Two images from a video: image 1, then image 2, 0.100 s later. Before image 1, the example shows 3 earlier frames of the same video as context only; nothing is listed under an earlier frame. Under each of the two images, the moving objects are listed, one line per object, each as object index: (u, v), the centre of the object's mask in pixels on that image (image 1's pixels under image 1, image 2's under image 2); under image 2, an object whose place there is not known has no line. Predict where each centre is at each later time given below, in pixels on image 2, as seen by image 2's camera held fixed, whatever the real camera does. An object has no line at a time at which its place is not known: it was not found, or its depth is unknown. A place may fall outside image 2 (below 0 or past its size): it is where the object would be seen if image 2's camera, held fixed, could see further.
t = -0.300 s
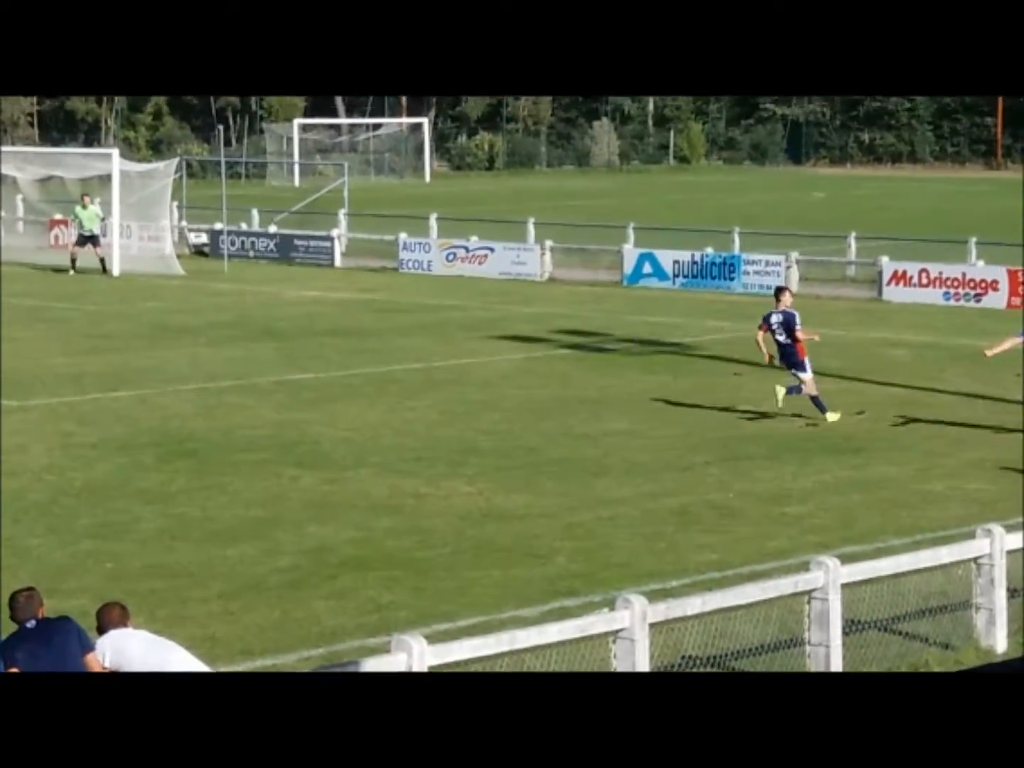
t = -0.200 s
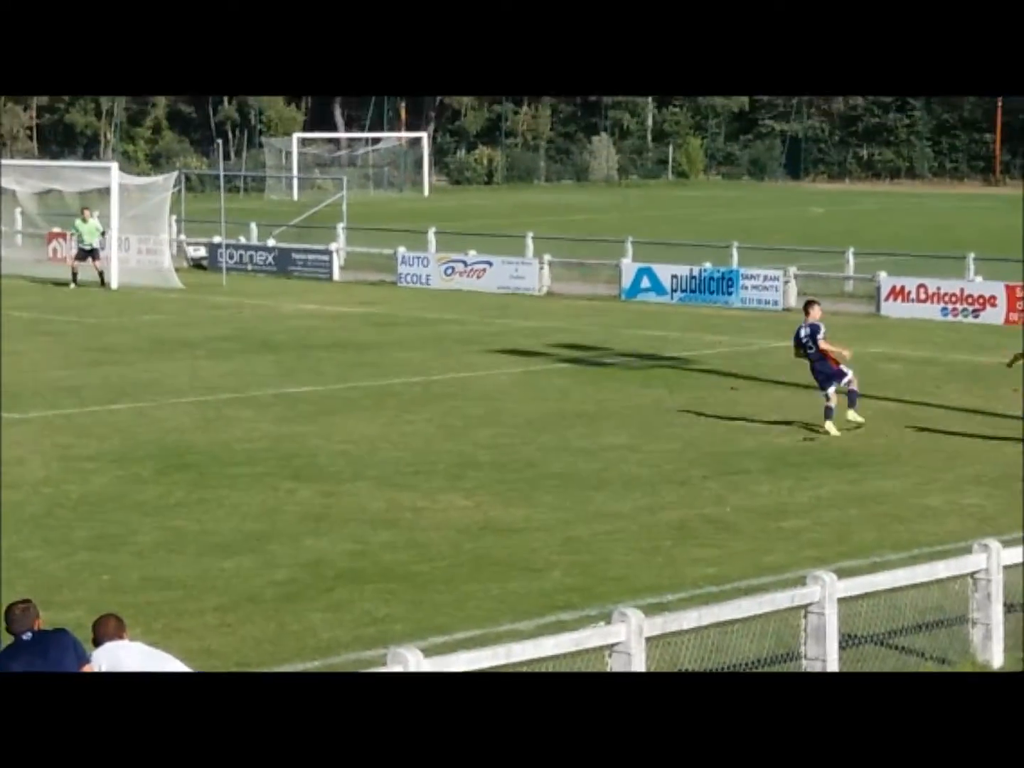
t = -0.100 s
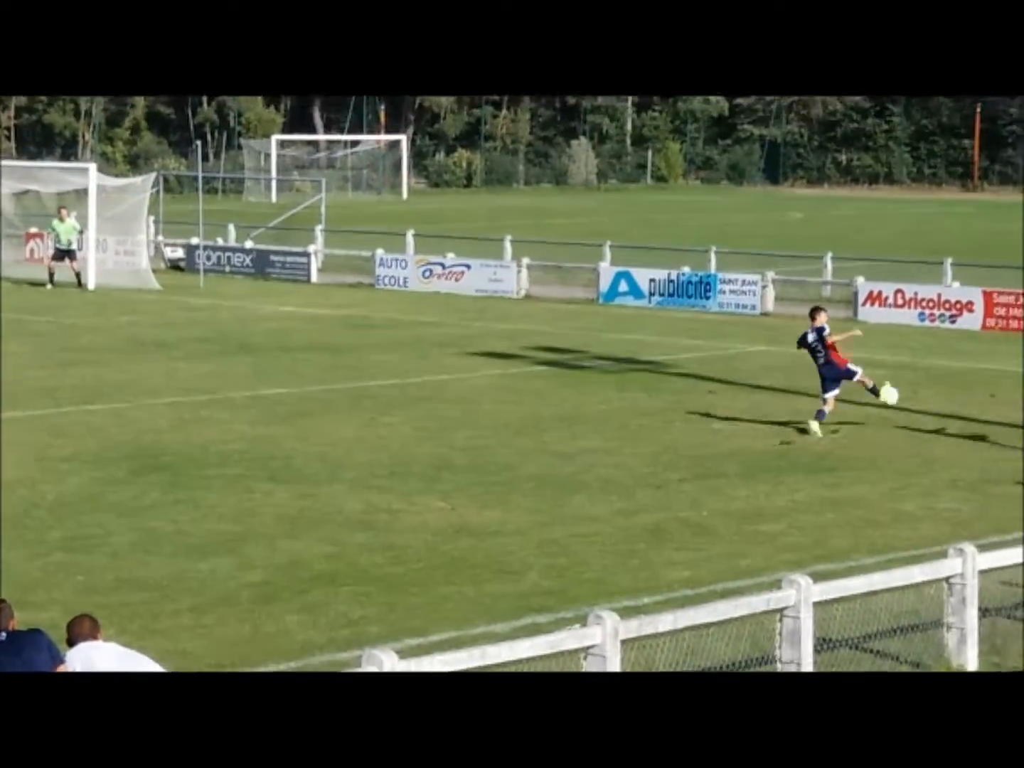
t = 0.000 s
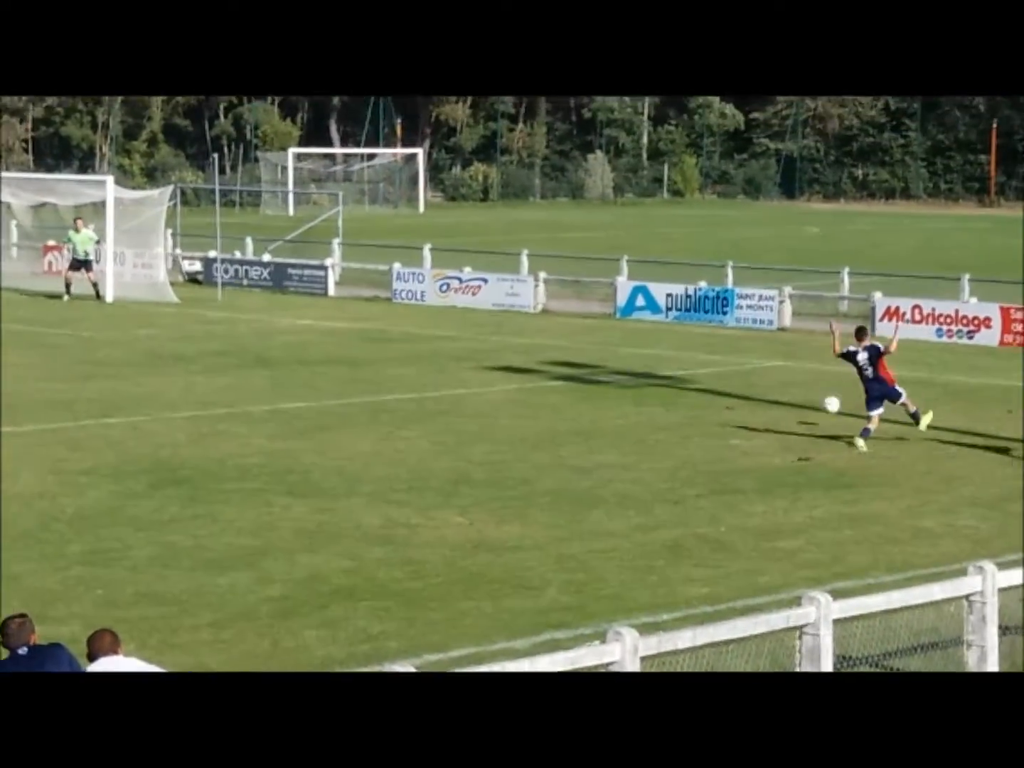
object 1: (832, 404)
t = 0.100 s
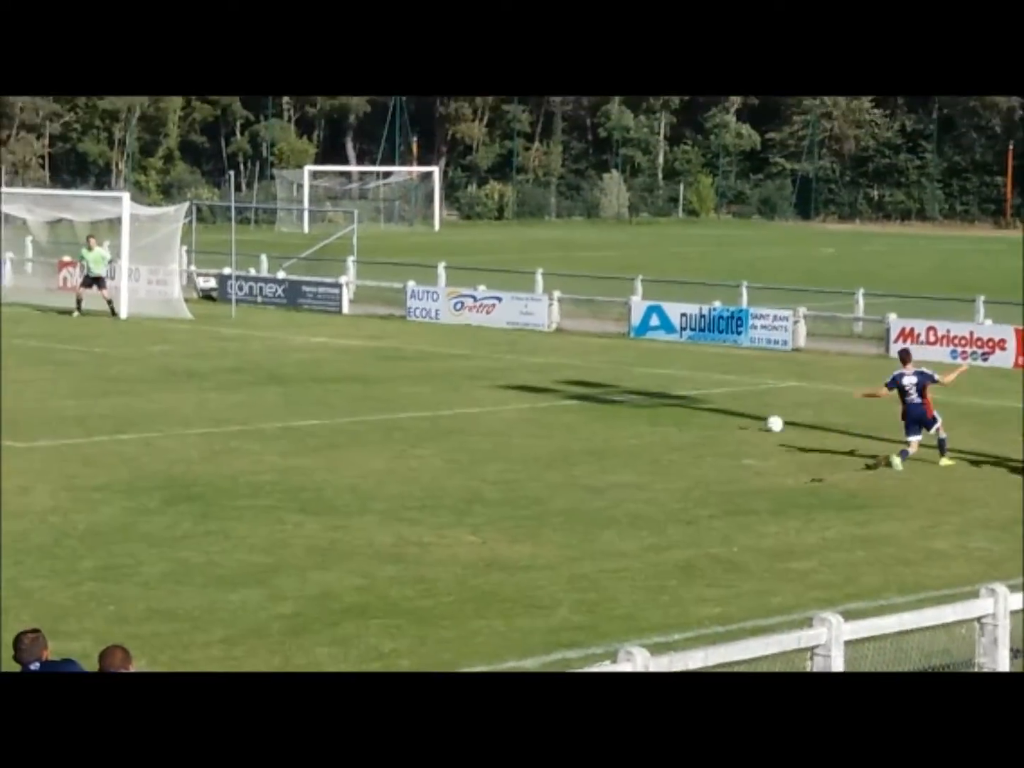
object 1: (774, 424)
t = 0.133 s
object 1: (758, 417)
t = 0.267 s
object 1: (687, 395)
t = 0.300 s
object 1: (672, 393)
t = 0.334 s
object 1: (658, 391)
